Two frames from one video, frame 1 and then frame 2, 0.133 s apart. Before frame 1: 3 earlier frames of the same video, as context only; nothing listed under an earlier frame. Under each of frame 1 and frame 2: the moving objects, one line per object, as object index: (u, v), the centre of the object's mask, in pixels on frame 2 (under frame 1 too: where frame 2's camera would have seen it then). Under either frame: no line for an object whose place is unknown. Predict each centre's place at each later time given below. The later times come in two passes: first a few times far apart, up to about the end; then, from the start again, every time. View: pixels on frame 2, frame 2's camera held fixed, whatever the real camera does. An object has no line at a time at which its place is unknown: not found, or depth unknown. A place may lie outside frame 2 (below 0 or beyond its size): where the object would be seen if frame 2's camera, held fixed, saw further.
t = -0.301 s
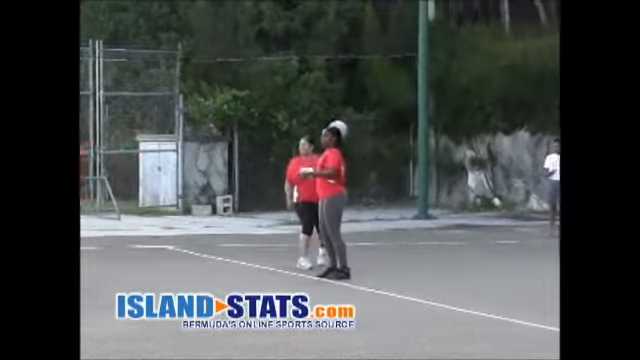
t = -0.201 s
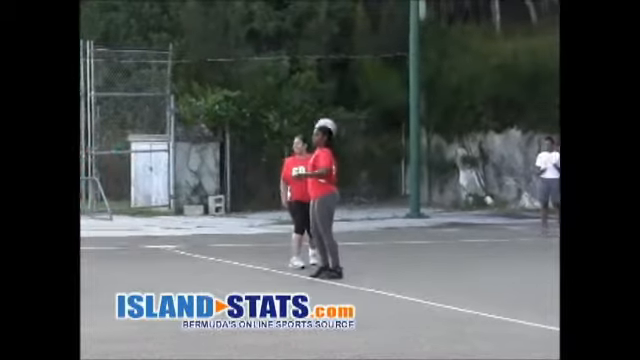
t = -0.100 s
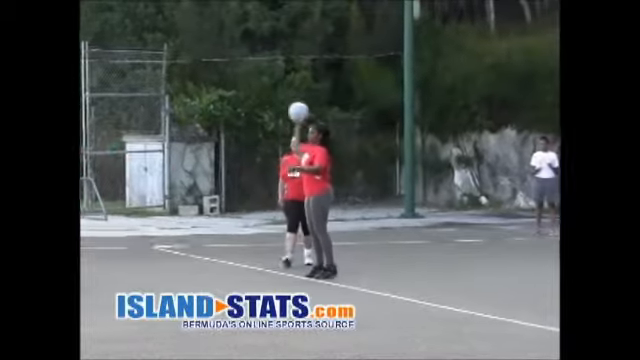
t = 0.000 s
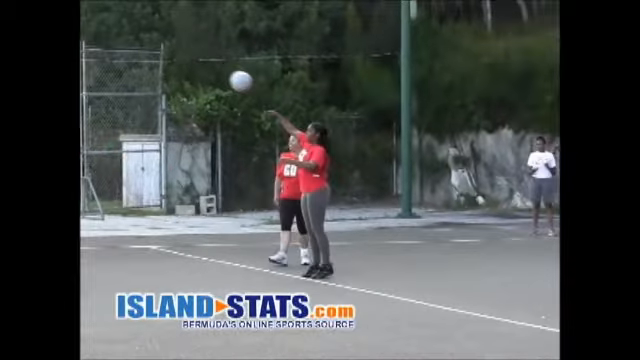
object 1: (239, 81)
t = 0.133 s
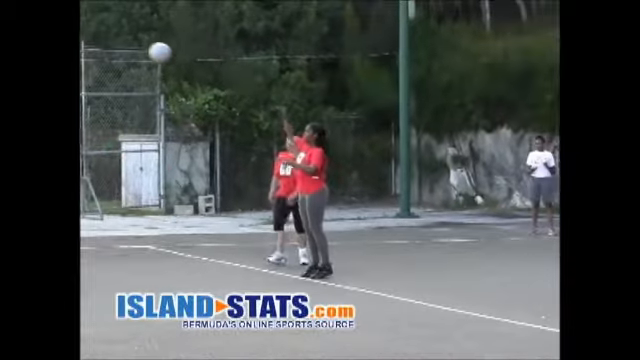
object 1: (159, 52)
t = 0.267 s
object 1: (79, 38)
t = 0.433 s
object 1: (-23, 43)
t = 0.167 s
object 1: (139, 47)
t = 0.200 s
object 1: (119, 43)
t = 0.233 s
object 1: (99, 40)
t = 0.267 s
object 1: (79, 38)
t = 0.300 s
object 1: (59, 38)
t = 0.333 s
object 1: (38, 37)
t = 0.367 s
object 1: (18, 38)
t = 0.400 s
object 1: (-2, 40)
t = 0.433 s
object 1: (-23, 43)
